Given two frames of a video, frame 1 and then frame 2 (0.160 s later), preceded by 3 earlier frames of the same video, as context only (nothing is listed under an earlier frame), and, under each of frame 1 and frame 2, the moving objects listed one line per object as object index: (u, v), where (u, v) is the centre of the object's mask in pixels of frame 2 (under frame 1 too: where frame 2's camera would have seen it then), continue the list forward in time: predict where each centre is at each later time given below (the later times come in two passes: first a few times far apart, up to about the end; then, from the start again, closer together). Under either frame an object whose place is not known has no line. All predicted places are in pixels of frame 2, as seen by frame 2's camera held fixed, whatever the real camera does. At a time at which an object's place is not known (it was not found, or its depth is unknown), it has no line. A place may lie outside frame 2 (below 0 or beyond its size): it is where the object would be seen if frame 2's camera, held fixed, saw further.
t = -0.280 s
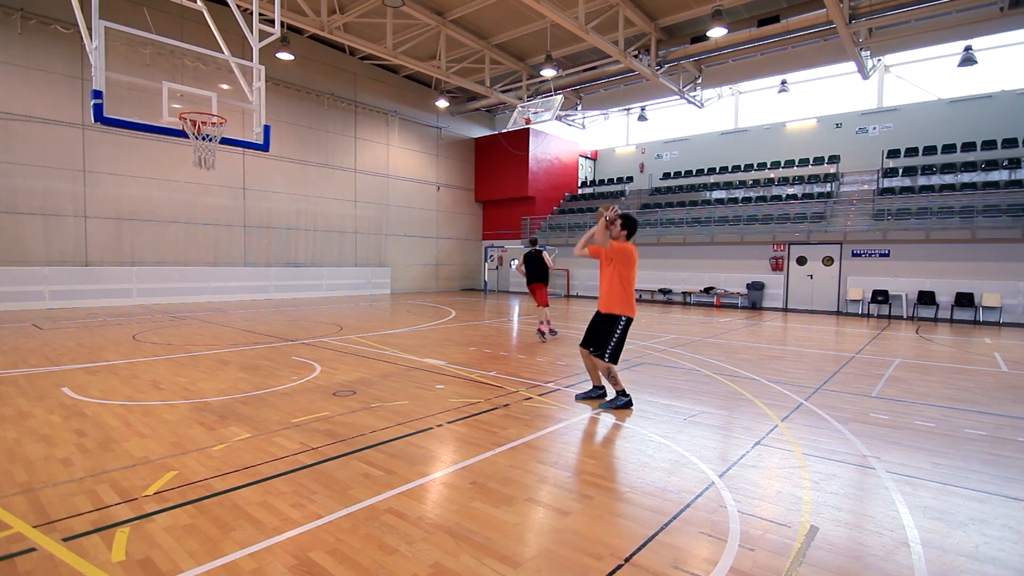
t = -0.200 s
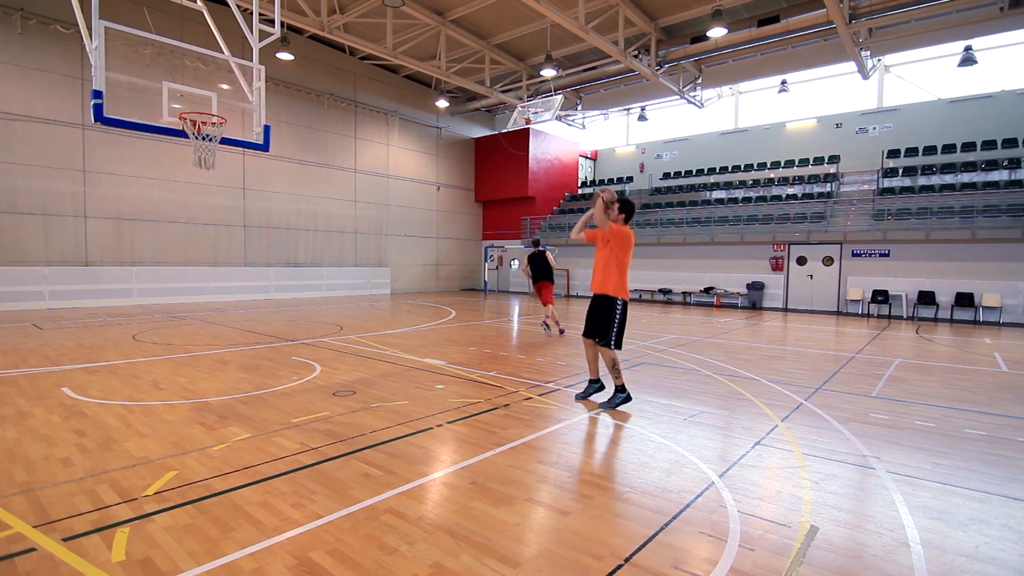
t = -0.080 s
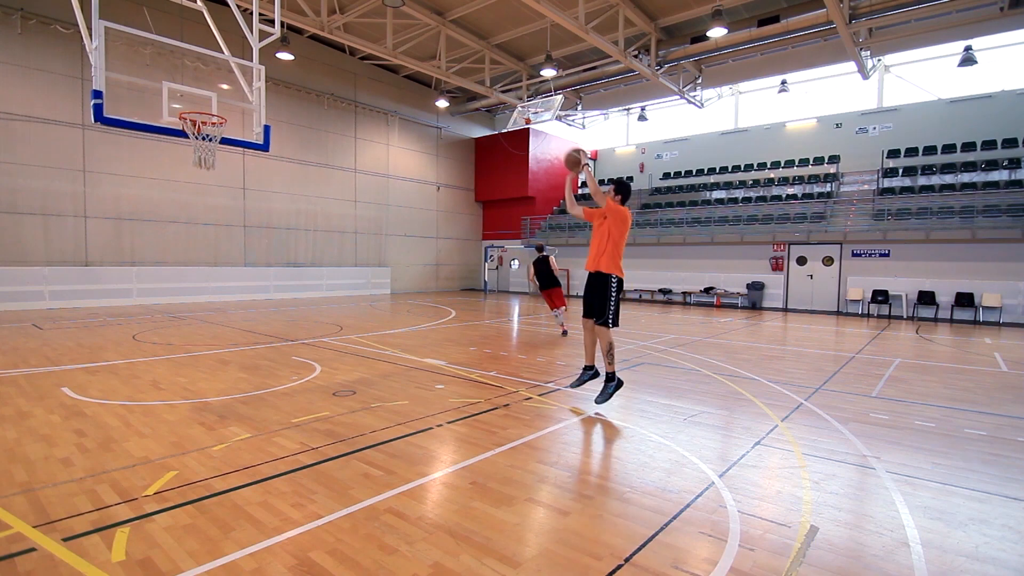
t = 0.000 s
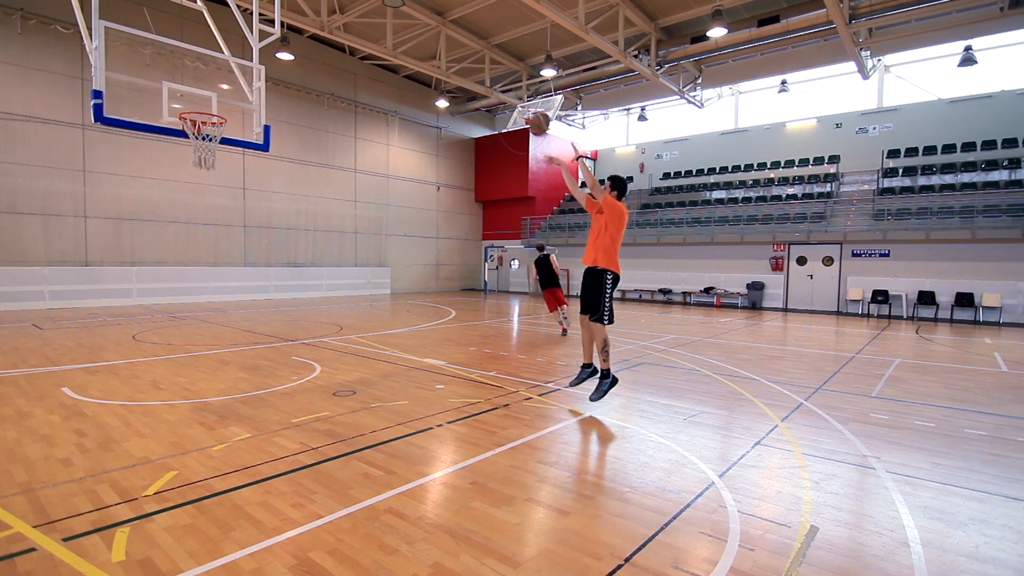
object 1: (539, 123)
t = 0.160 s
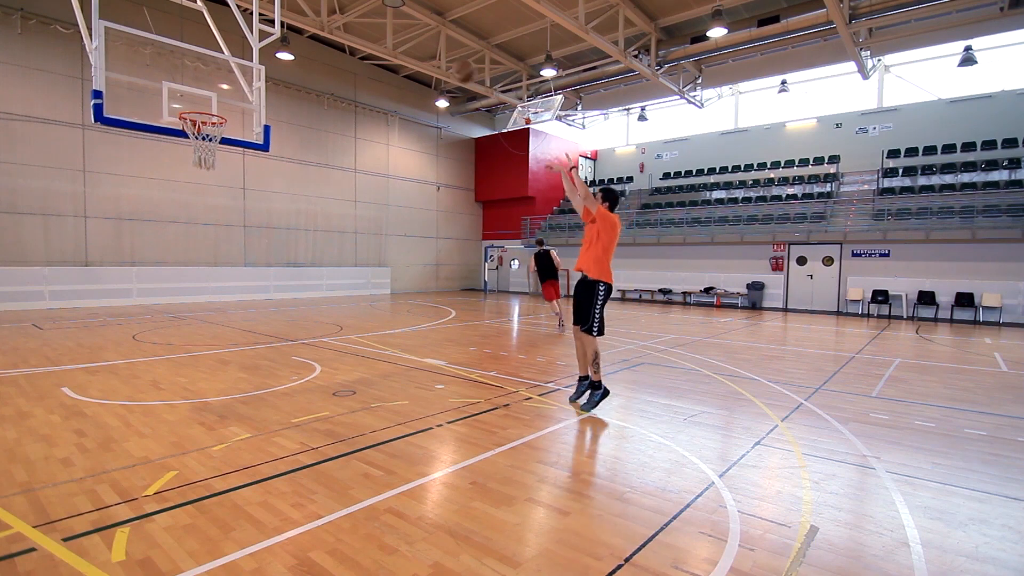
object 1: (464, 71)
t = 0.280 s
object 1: (410, 50)
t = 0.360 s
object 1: (374, 44)
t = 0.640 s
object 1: (264, 67)
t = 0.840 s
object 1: (196, 122)
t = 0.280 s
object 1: (410, 50)
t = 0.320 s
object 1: (392, 45)
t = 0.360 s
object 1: (374, 44)
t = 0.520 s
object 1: (311, 47)
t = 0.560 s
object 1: (297, 53)
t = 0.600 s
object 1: (280, 60)
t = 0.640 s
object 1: (264, 67)
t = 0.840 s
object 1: (196, 122)
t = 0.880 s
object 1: (201, 128)
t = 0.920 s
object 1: (203, 140)
